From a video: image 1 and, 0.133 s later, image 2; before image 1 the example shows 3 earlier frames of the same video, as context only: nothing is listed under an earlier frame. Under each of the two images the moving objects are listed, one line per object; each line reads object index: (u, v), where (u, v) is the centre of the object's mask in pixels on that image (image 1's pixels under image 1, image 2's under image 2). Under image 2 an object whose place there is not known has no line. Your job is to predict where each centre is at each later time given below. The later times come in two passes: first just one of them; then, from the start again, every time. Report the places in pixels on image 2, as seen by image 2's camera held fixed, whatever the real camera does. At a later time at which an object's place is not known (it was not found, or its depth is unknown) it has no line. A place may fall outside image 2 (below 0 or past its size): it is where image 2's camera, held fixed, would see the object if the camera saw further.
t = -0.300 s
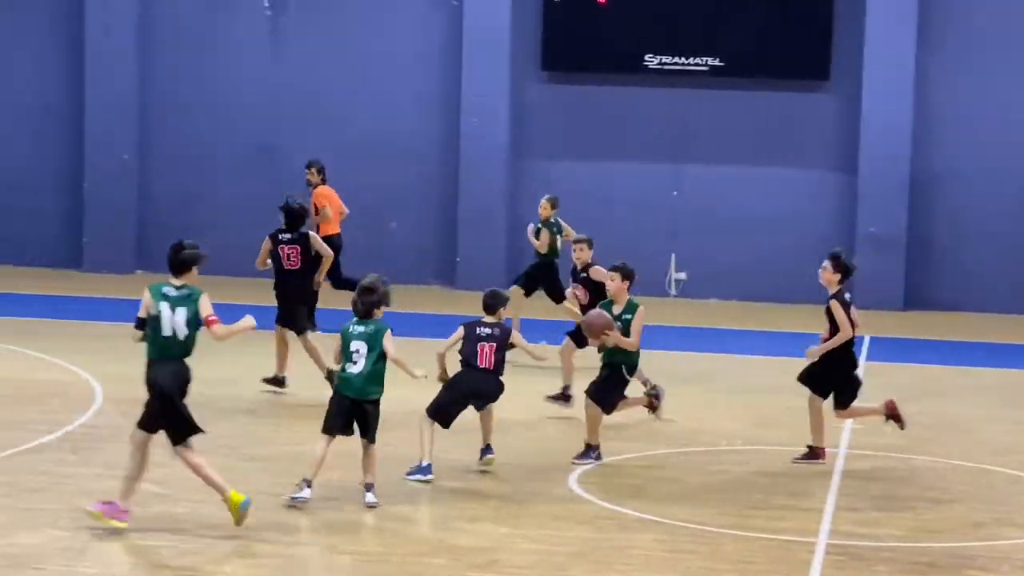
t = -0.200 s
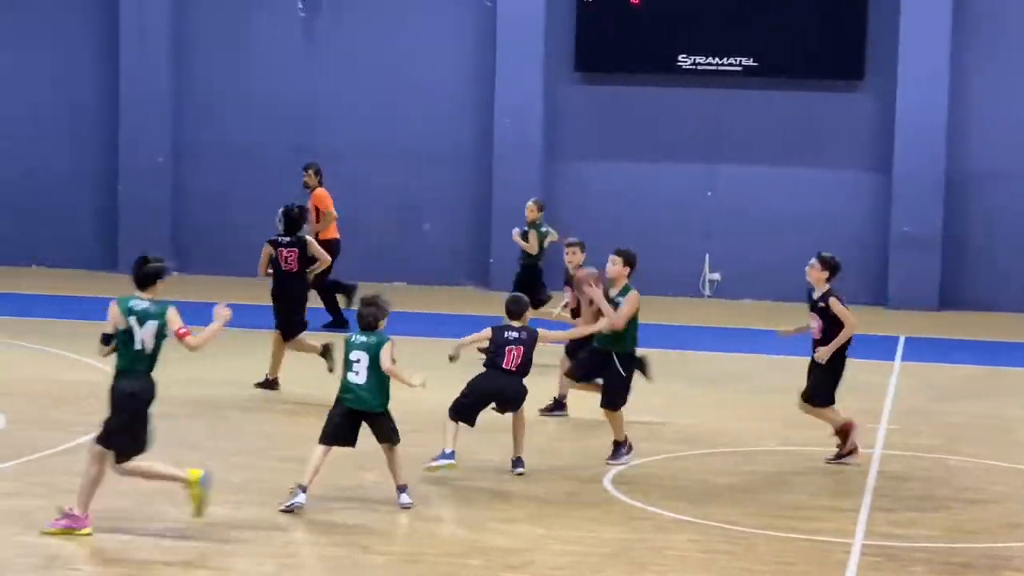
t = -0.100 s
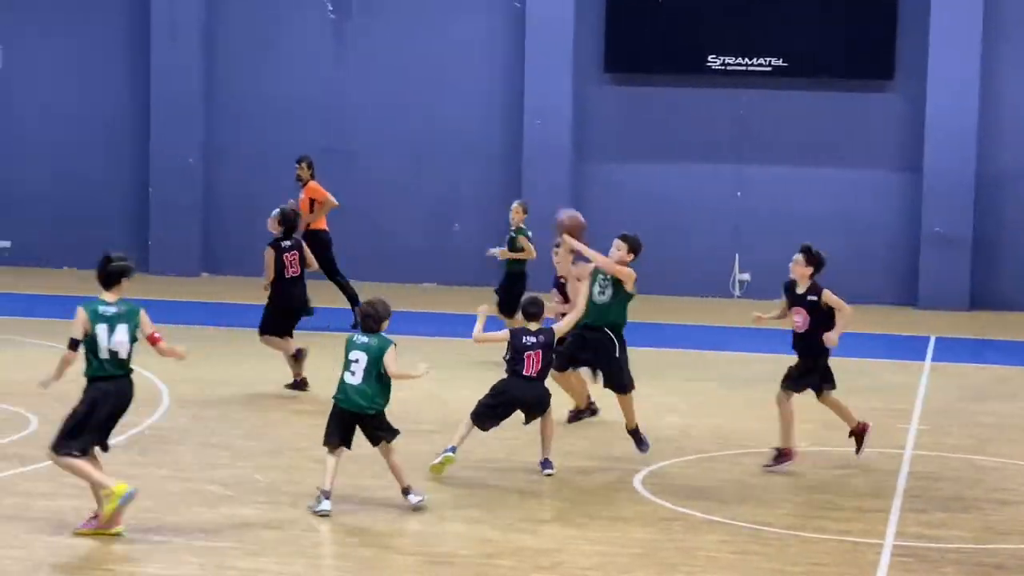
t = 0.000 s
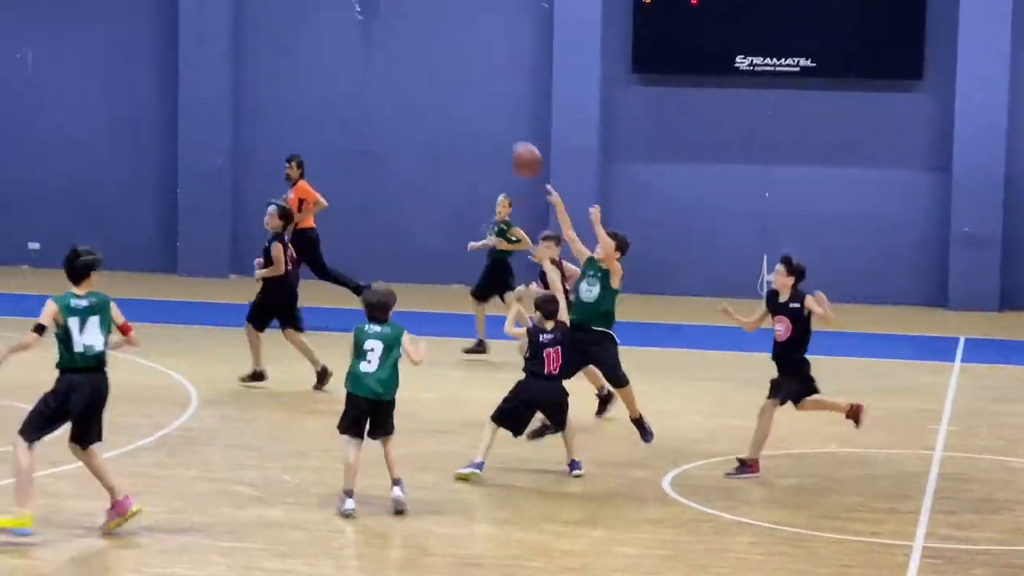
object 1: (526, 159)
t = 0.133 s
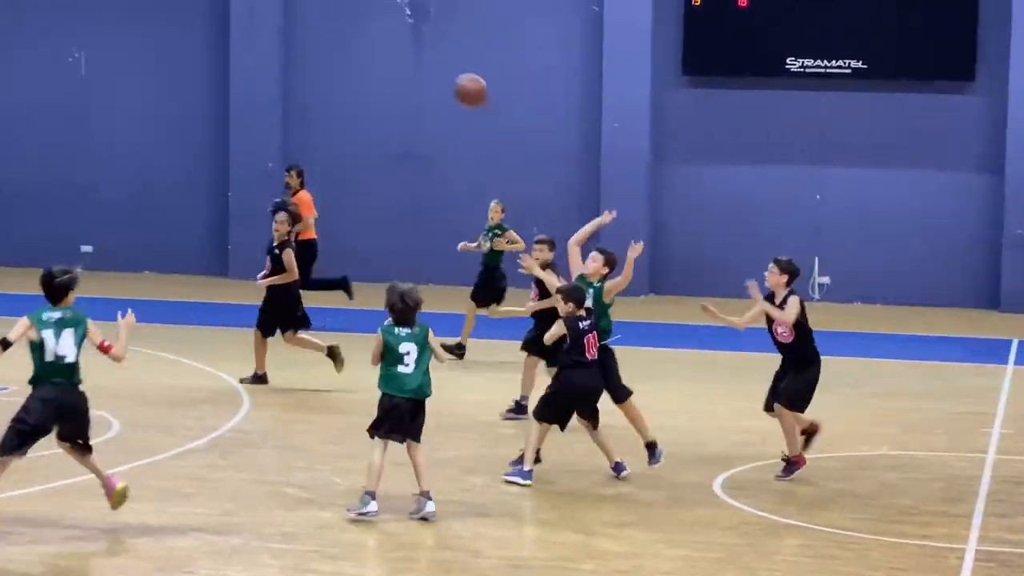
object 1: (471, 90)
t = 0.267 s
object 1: (363, 40)
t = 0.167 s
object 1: (446, 75)
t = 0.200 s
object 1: (419, 61)
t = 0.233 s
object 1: (391, 50)
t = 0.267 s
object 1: (363, 40)
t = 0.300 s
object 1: (334, 30)
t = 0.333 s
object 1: (304, 23)
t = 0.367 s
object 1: (275, 17)
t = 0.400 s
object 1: (246, 12)
